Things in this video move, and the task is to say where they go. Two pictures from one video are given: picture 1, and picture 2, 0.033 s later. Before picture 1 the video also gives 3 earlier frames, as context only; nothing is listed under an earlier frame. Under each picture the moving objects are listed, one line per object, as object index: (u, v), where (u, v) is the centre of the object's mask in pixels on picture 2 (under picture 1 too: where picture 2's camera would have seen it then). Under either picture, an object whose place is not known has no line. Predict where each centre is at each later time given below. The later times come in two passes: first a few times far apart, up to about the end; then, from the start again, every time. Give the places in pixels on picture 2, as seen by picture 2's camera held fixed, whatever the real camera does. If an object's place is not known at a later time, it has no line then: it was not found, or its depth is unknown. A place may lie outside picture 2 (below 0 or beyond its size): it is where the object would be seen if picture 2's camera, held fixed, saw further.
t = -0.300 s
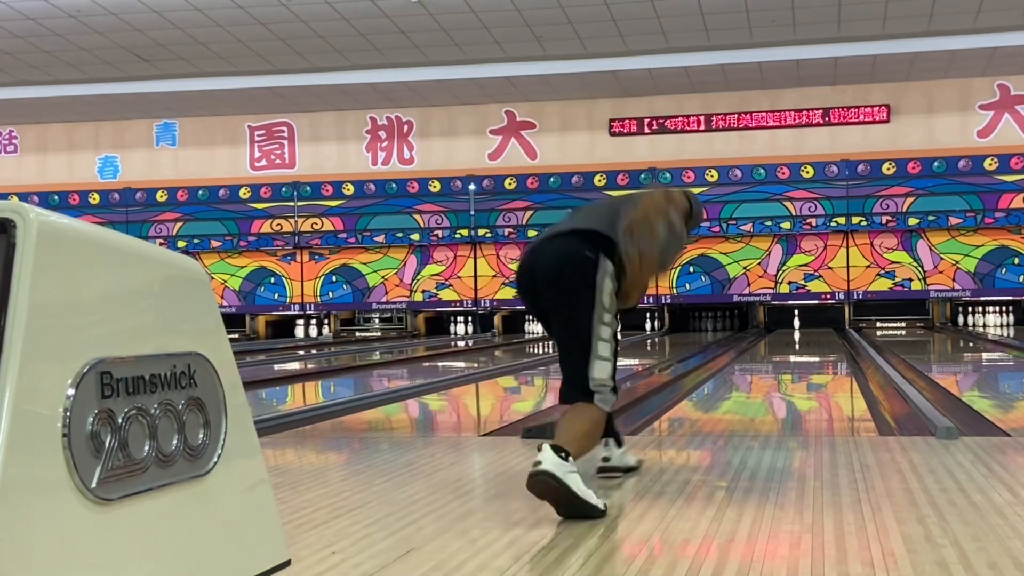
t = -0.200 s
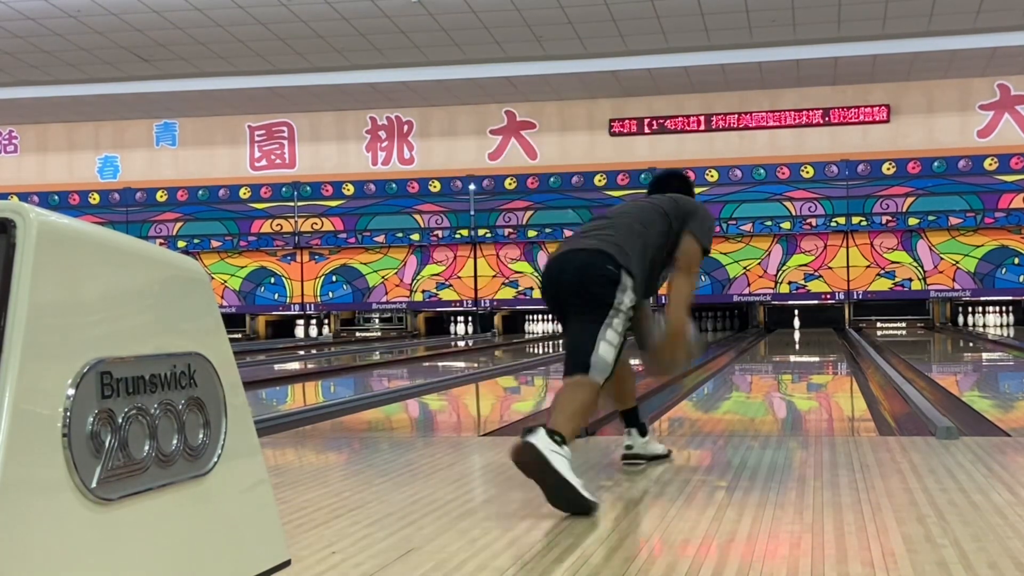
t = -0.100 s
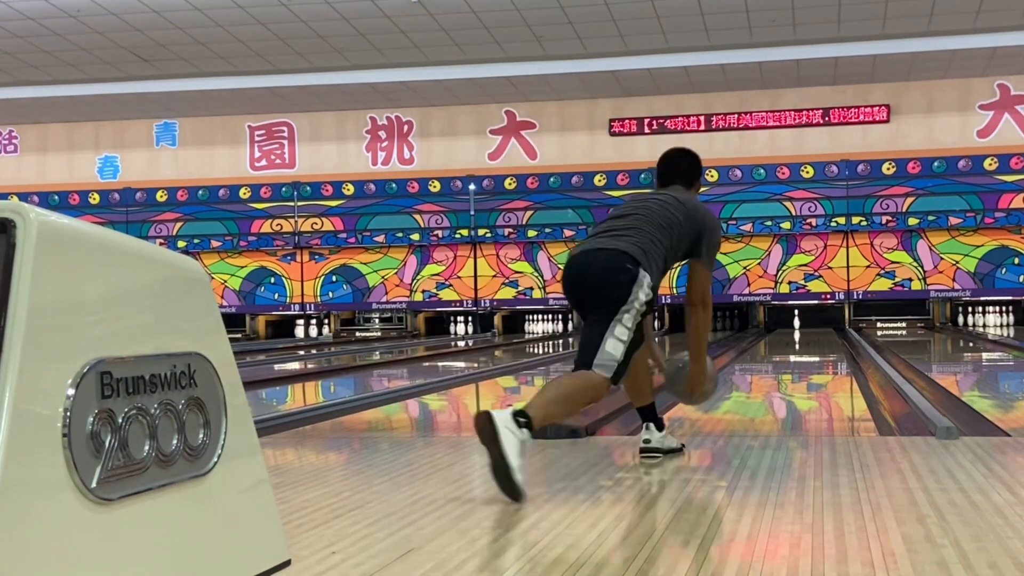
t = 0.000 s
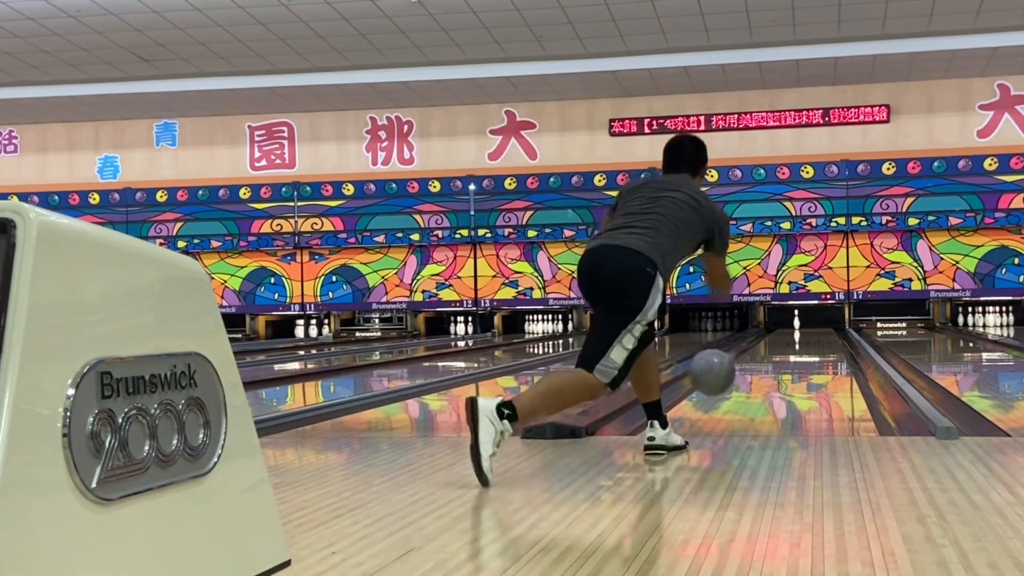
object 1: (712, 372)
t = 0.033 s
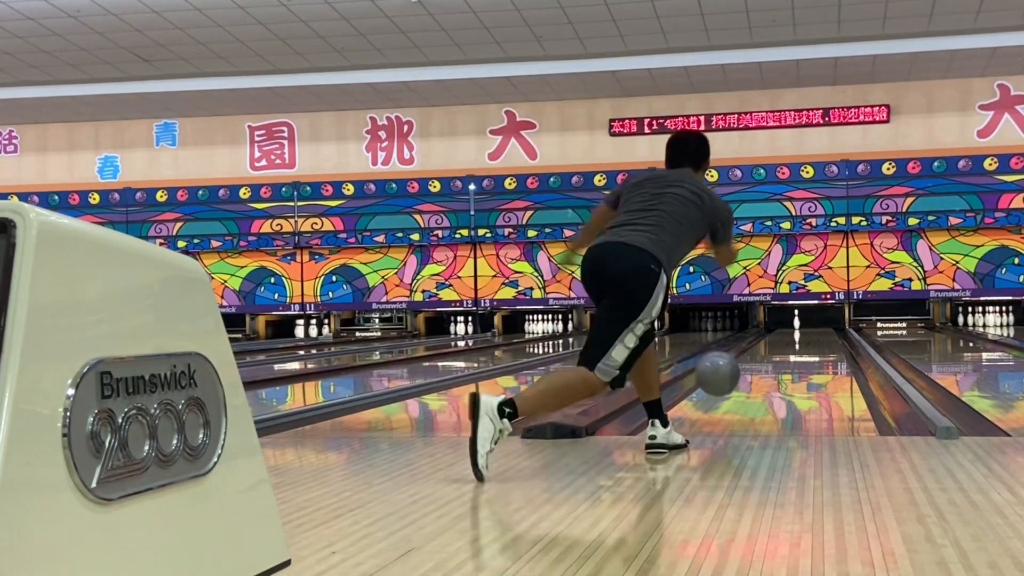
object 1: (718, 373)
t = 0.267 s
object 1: (747, 377)
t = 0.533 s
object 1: (765, 361)
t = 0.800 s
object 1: (777, 351)
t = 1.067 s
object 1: (786, 343)
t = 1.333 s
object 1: (793, 337)
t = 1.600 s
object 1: (797, 332)
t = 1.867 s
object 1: (801, 329)
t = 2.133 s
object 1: (803, 326)
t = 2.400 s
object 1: (803, 324)
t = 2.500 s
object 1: (806, 323)
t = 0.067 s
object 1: (723, 377)
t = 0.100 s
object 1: (728, 384)
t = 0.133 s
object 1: (732, 388)
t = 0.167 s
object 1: (736, 385)
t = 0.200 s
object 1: (740, 382)
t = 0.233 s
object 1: (743, 380)
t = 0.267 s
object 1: (747, 377)
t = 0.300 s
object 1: (749, 375)
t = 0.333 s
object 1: (753, 372)
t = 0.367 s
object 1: (755, 370)
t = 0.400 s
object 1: (757, 368)
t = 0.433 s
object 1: (759, 366)
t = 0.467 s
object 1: (761, 364)
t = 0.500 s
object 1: (763, 363)
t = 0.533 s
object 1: (765, 361)
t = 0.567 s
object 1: (767, 360)
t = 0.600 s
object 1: (769, 358)
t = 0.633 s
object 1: (771, 357)
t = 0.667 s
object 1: (772, 355)
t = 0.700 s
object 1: (774, 354)
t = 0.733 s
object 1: (775, 353)
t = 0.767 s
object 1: (776, 352)
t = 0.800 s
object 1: (777, 351)
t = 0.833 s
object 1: (779, 349)
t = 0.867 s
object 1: (780, 348)
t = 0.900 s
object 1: (781, 347)
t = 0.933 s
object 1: (783, 346)
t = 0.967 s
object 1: (783, 345)
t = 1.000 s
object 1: (784, 345)
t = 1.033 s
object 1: (785, 344)
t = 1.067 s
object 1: (786, 343)
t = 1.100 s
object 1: (787, 342)
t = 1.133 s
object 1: (788, 342)
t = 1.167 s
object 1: (789, 340)
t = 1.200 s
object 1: (789, 340)
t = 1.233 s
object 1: (790, 339)
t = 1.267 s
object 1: (791, 339)
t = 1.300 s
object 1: (792, 338)
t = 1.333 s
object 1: (793, 337)
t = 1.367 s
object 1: (793, 337)
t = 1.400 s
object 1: (794, 336)
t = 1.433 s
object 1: (794, 336)
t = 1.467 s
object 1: (795, 335)
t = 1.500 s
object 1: (796, 334)
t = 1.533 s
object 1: (796, 334)
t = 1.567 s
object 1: (797, 333)
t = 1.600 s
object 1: (797, 332)
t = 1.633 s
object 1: (798, 332)
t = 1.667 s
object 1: (799, 332)
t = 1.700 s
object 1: (799, 331)
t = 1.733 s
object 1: (800, 330)
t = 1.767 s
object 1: (800, 330)
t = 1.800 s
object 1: (801, 330)
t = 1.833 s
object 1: (801, 329)
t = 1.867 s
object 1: (801, 329)
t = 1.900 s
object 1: (802, 328)
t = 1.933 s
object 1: (802, 328)
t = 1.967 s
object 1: (802, 328)
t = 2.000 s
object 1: (802, 327)
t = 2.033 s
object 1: (803, 327)
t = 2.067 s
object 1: (803, 327)
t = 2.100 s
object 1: (803, 326)
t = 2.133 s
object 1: (803, 326)
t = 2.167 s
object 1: (803, 326)
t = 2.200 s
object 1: (804, 326)
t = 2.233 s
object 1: (804, 326)
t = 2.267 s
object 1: (804, 325)
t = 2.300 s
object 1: (804, 325)
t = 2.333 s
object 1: (803, 325)
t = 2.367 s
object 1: (804, 324)
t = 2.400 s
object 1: (803, 324)
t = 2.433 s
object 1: (803, 324)
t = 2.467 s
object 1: (804, 324)
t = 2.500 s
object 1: (806, 323)
